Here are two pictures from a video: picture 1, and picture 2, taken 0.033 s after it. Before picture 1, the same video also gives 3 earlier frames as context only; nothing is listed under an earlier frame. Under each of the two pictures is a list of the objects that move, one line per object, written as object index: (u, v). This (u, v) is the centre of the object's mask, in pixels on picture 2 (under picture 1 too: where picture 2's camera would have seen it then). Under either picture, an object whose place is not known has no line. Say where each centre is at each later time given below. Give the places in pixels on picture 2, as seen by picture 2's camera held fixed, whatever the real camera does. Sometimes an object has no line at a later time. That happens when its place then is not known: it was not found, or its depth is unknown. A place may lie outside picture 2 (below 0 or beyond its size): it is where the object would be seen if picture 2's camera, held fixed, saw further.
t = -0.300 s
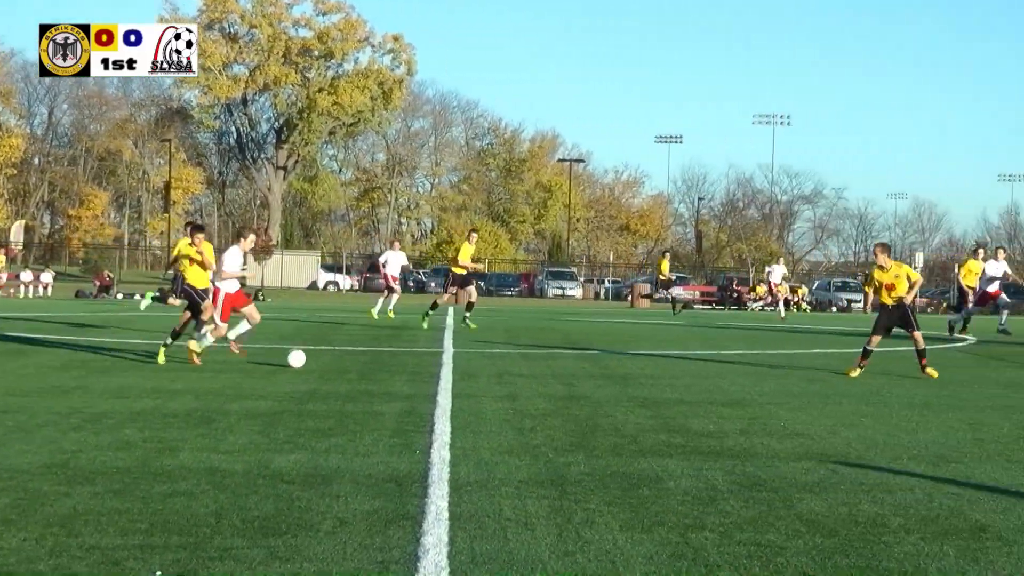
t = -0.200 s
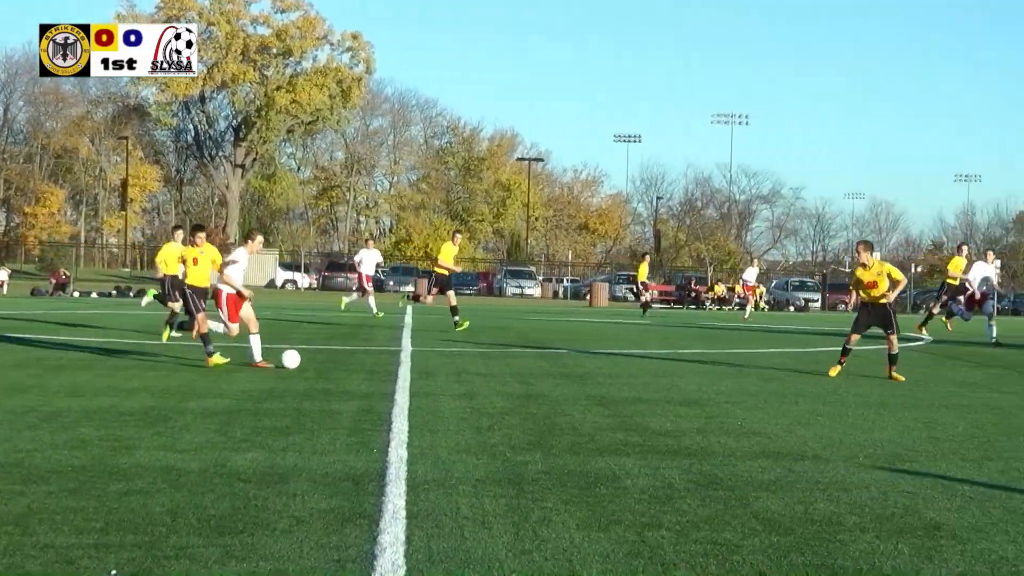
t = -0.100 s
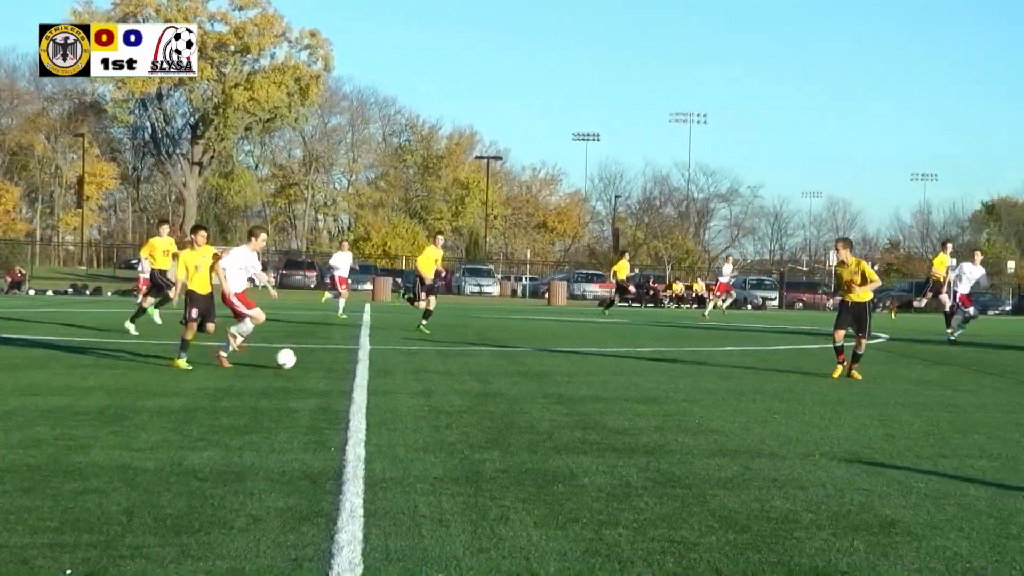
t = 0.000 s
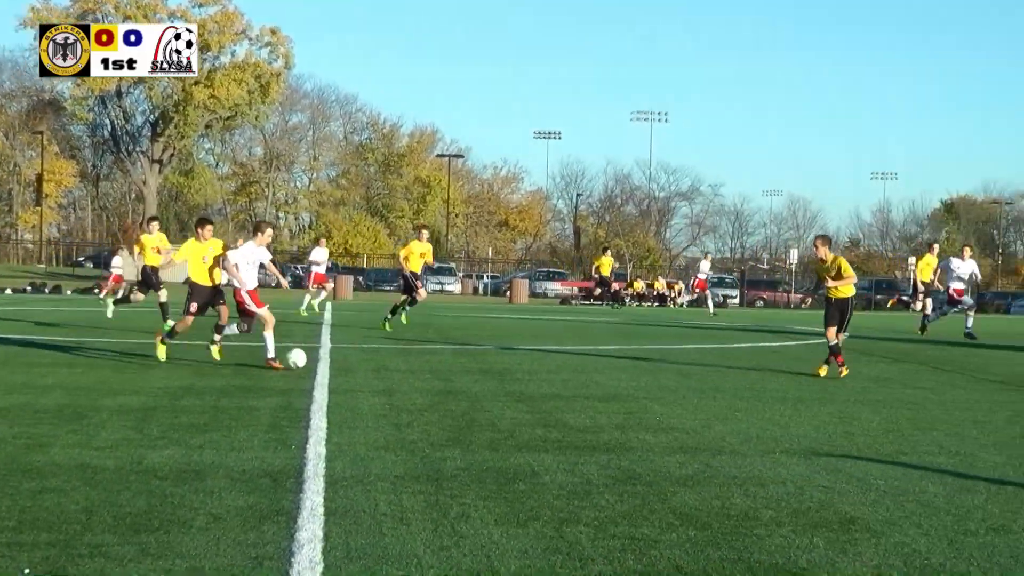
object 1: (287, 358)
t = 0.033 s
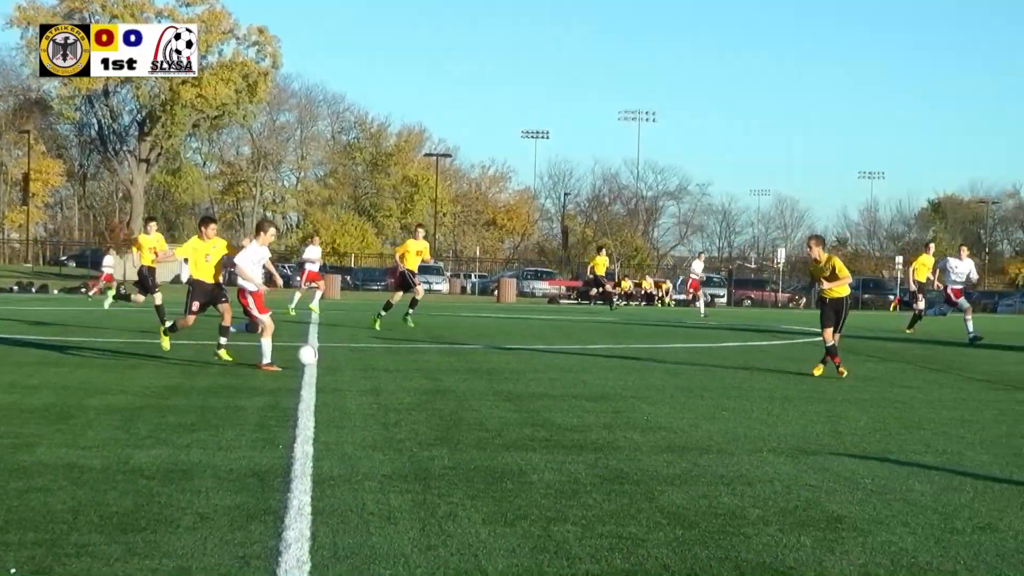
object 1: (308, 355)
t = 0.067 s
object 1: (328, 354)
